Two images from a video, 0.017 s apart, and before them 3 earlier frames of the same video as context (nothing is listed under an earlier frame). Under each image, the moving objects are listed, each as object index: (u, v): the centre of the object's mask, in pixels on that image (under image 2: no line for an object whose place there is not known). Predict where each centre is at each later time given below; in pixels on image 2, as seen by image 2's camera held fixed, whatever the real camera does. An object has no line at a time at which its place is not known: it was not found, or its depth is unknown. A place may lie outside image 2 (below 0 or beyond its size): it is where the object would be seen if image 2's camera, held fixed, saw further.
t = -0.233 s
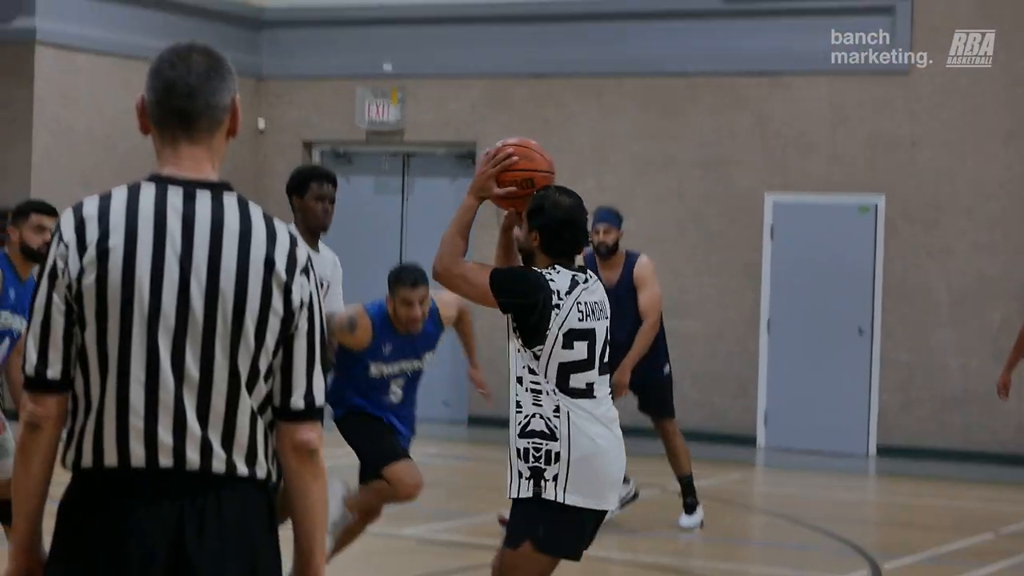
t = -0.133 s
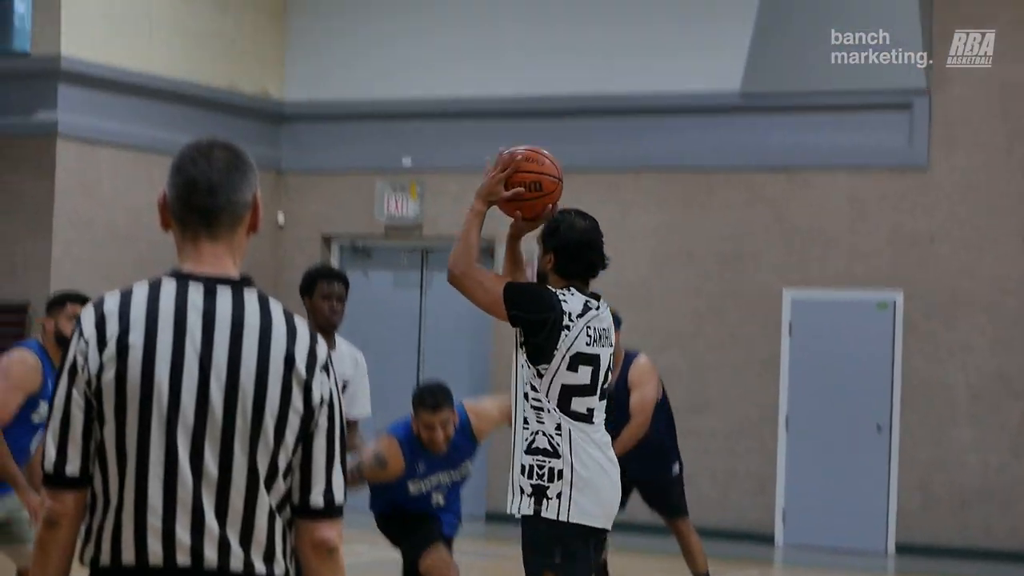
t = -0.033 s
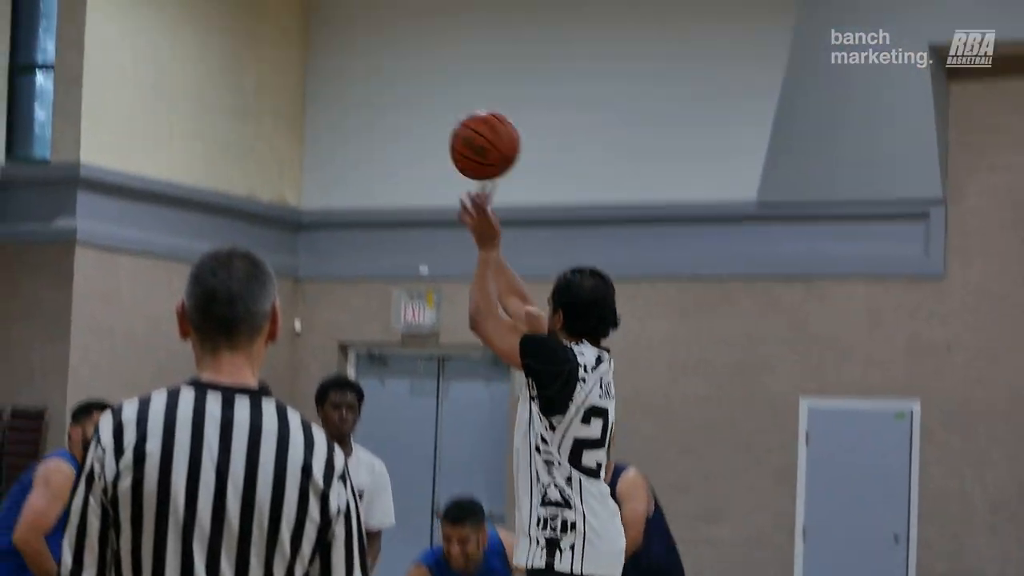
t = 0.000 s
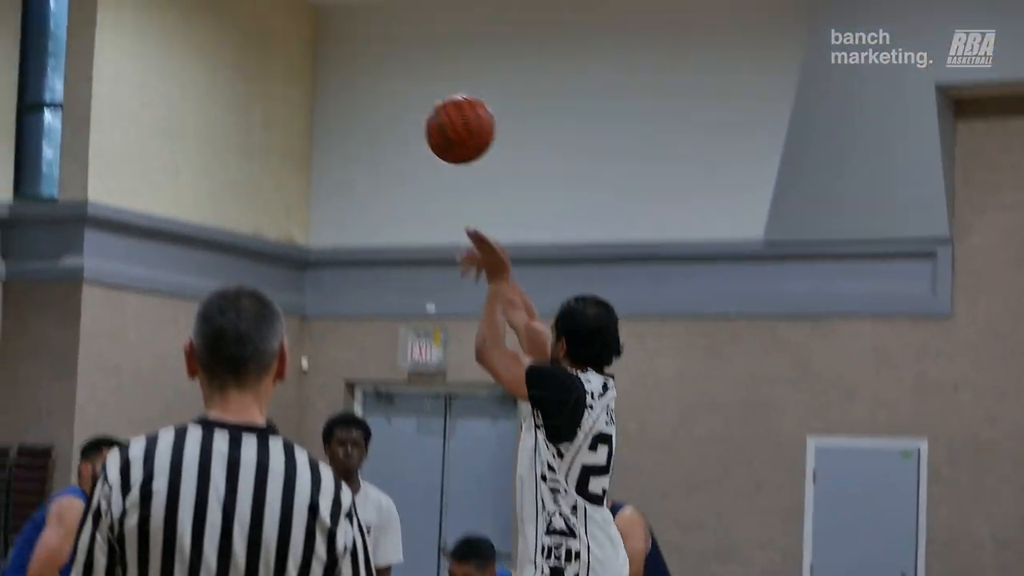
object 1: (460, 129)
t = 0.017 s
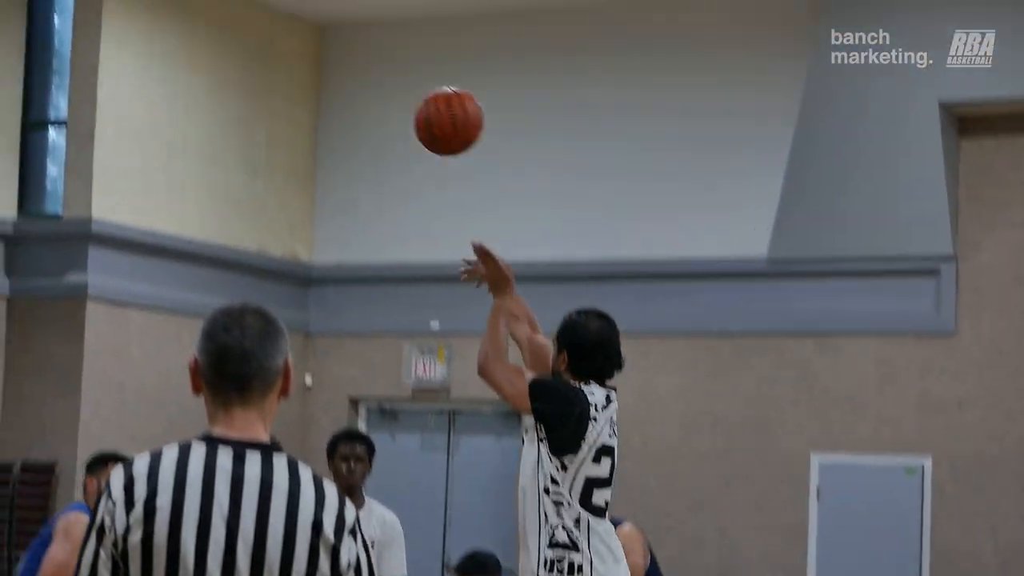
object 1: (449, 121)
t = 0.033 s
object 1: (434, 98)
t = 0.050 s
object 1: (419, 75)
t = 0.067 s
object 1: (405, 55)
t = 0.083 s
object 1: (391, 36)
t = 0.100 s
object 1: (377, 16)
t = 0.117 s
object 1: (363, -1)
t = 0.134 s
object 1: (349, -21)
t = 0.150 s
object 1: (336, -36)
